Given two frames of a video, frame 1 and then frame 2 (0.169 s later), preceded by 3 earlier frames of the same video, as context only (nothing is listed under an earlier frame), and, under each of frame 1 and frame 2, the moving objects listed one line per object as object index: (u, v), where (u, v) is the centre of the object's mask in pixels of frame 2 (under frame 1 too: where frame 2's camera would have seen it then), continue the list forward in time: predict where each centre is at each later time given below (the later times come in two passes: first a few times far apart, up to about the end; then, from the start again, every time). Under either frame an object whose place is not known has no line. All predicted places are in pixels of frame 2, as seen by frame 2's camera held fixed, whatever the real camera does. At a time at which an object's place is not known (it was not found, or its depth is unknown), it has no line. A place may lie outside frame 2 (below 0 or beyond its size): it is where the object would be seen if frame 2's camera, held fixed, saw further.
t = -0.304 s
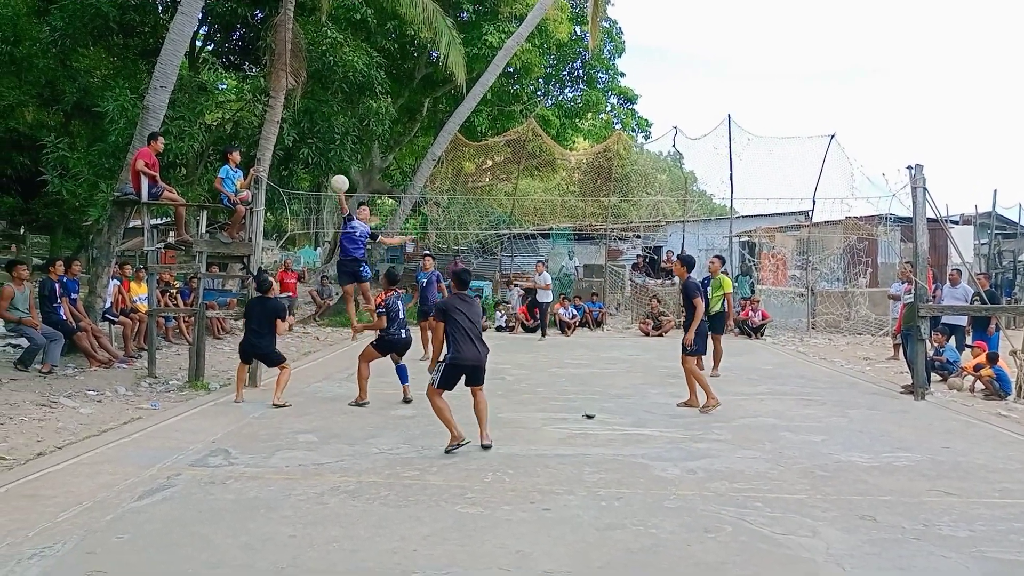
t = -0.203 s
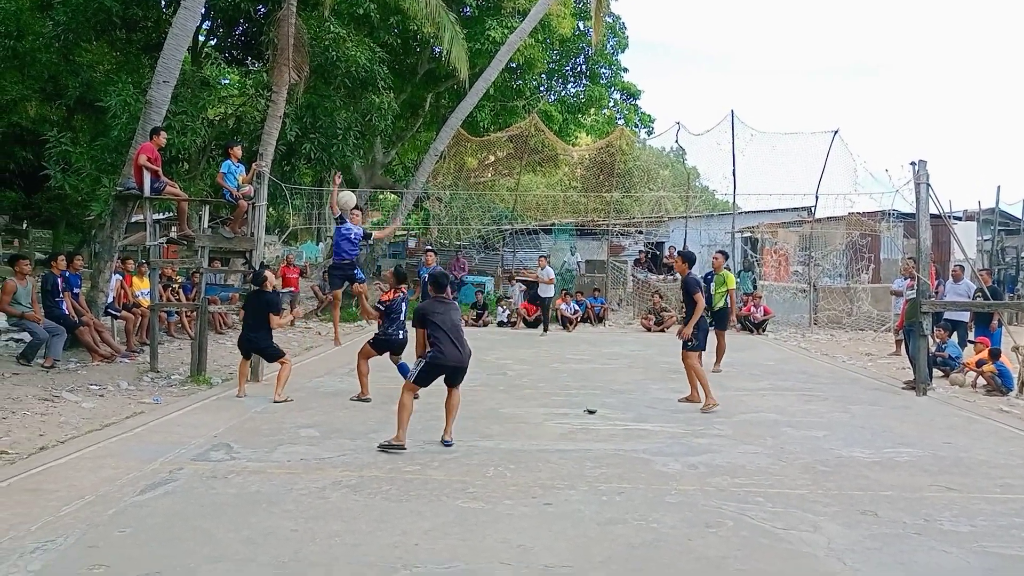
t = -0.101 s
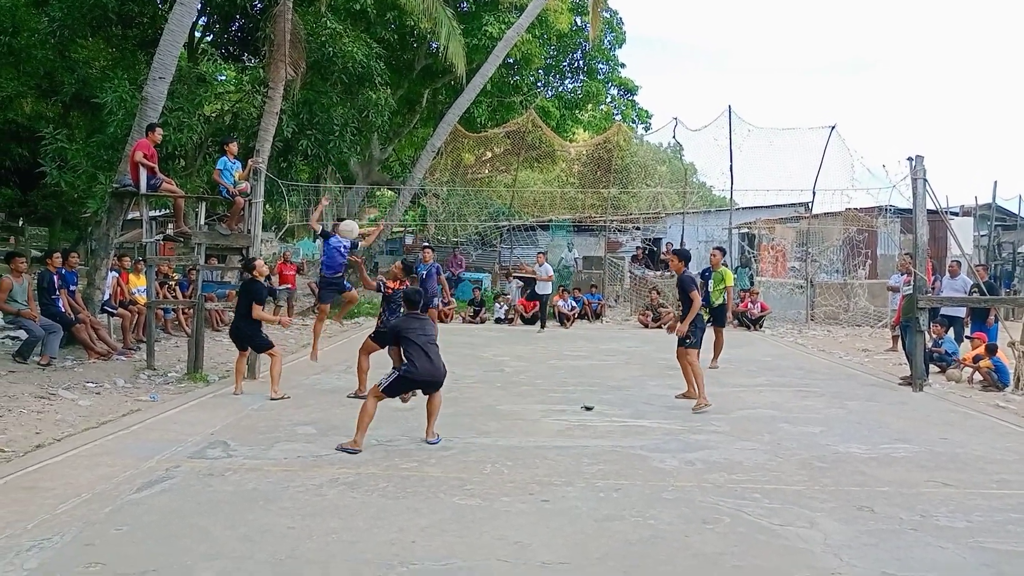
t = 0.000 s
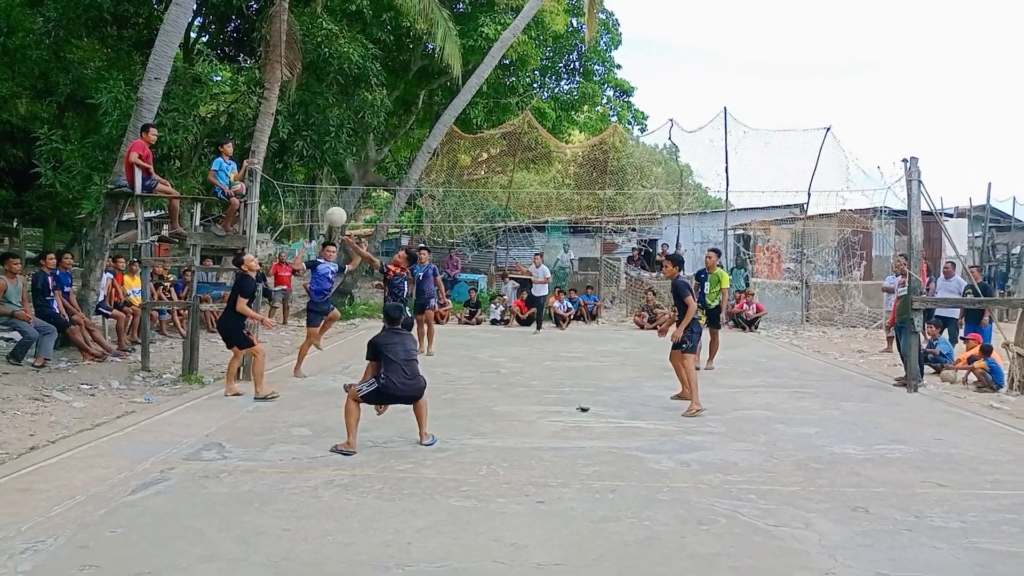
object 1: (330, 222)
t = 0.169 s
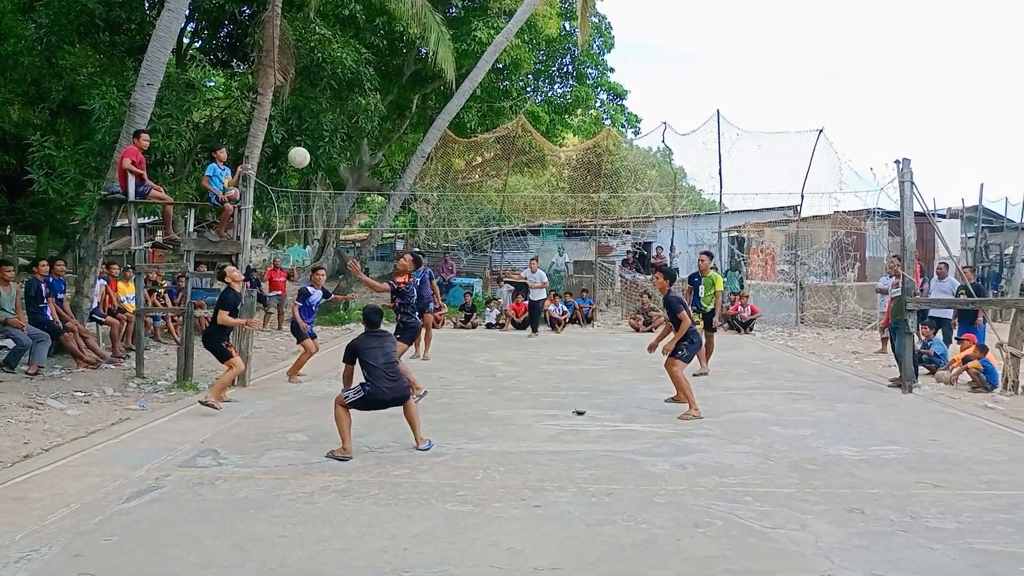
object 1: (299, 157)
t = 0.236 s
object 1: (285, 139)
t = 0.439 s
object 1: (246, 110)
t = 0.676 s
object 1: (200, 129)
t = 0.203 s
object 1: (292, 148)
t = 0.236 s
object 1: (285, 139)
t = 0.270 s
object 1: (279, 132)
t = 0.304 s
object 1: (273, 125)
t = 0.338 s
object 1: (267, 120)
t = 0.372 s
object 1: (260, 114)
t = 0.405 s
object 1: (253, 112)
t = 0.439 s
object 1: (246, 110)
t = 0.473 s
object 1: (240, 109)
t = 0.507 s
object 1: (233, 109)
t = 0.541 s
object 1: (227, 111)
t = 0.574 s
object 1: (220, 113)
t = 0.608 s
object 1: (213, 117)
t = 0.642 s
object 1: (207, 123)
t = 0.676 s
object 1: (200, 129)
